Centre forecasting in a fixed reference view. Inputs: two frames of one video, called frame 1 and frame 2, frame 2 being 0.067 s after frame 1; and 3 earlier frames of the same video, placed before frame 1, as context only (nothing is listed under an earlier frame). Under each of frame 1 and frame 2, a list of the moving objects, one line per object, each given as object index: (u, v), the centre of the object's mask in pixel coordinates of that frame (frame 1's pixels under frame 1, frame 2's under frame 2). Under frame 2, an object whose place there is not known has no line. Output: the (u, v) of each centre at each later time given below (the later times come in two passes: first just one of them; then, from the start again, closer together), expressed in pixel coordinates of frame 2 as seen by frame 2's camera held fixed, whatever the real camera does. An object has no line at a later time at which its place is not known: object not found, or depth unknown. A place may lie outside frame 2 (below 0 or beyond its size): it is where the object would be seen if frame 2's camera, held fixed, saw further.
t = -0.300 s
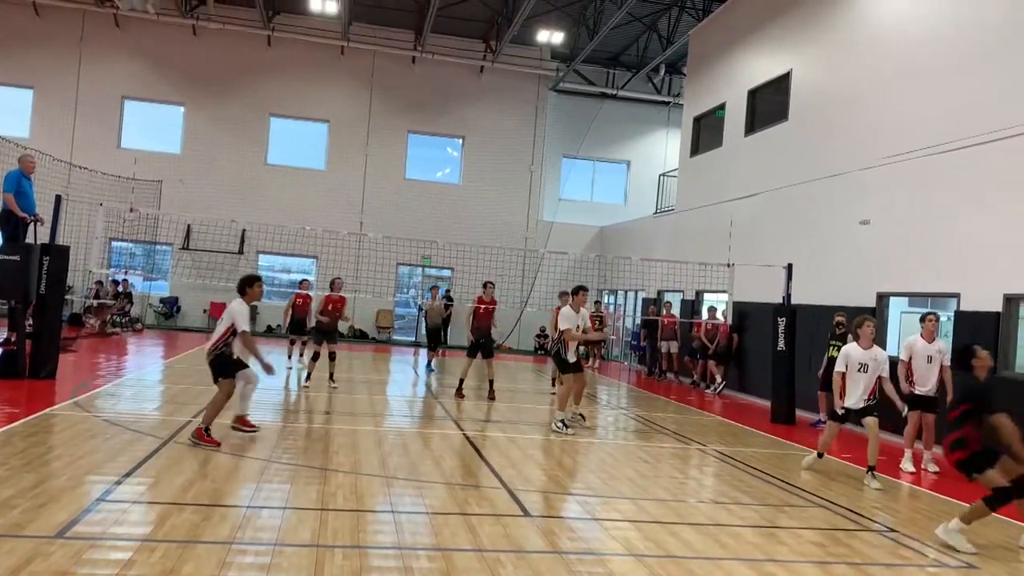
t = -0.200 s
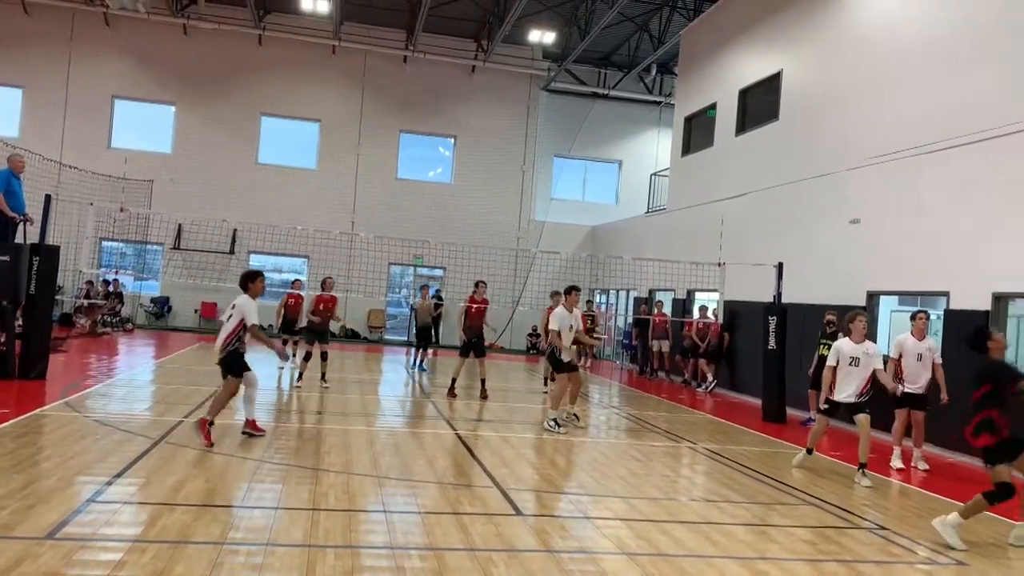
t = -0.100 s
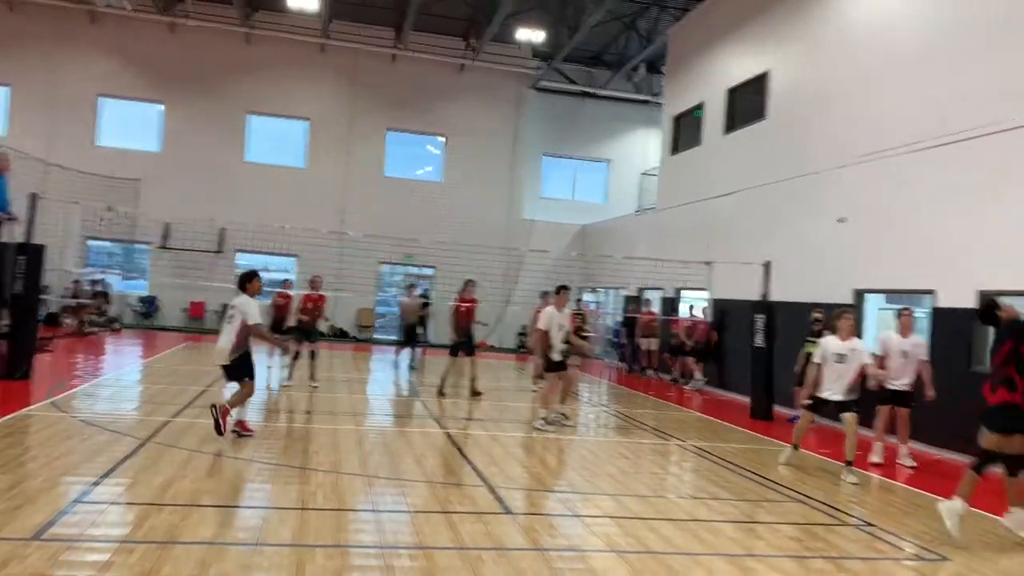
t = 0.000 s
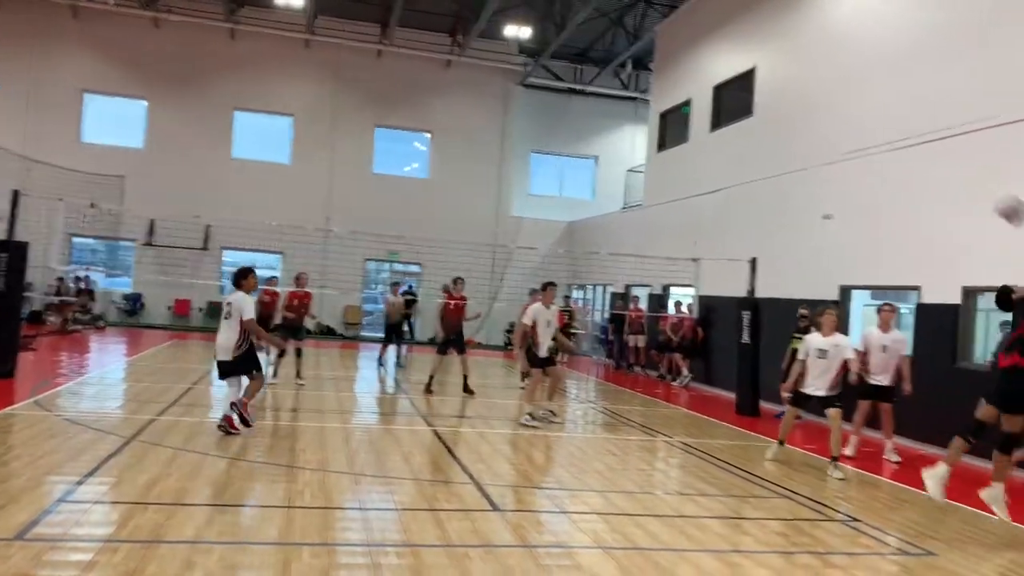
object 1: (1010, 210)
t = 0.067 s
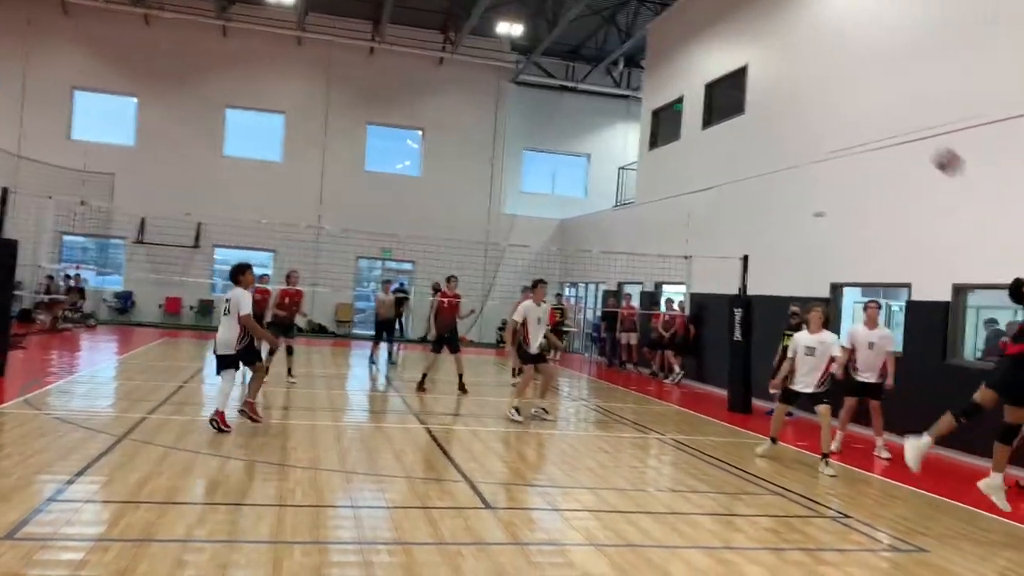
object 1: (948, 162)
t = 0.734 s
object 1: (613, 84)
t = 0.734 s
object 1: (613, 84)
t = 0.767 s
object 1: (603, 90)
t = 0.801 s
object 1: (591, 97)
